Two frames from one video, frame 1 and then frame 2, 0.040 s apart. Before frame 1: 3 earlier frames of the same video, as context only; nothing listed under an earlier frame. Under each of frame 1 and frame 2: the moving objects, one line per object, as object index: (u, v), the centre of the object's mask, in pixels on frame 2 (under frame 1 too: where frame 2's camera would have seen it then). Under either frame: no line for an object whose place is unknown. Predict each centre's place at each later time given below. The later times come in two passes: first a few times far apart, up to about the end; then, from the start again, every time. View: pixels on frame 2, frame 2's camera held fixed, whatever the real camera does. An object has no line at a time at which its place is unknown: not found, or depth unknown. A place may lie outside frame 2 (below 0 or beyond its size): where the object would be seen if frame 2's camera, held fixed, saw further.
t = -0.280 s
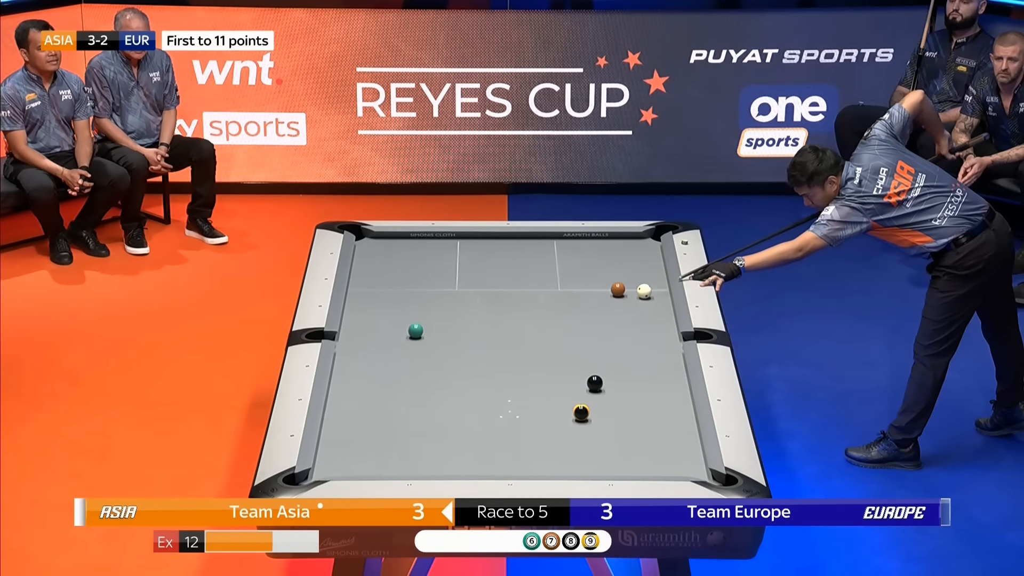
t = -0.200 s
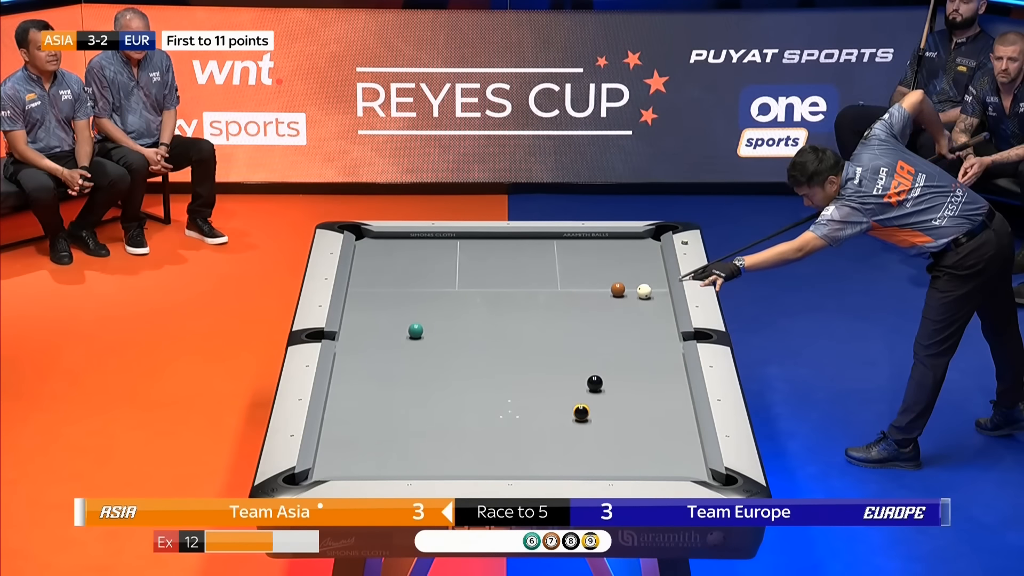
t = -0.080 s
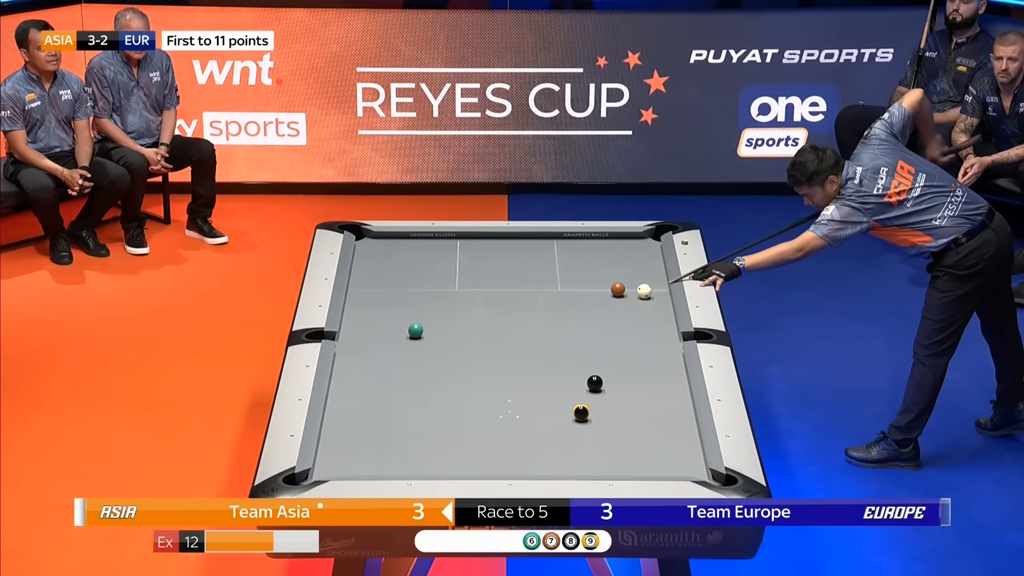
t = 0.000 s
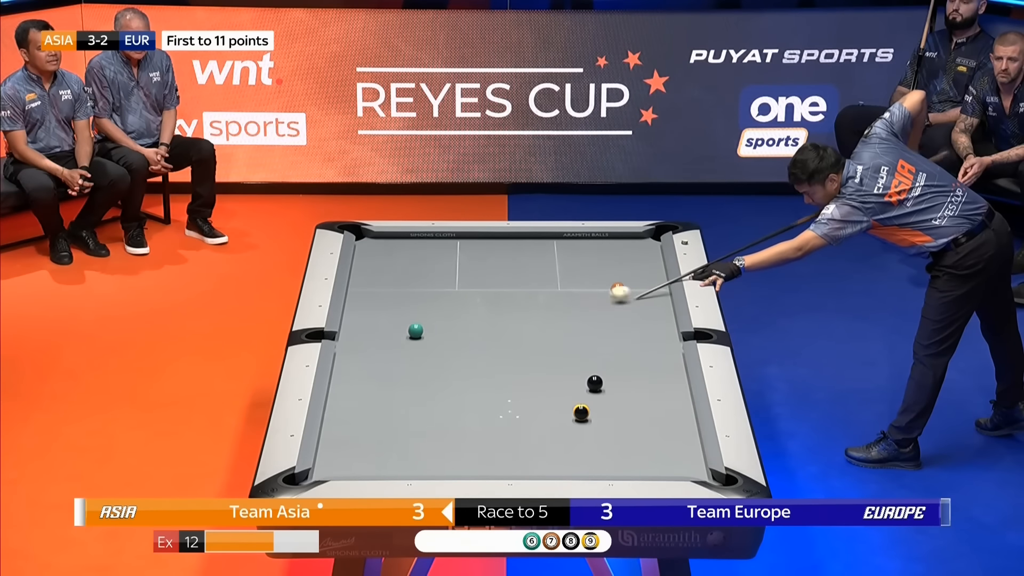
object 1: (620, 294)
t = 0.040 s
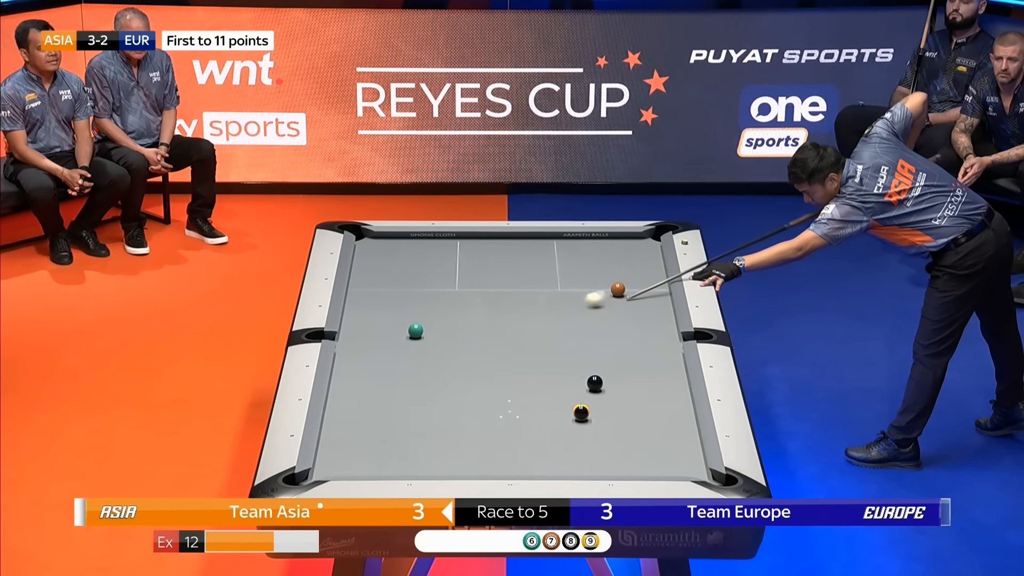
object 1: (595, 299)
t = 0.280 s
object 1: (452, 325)
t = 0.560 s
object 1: (439, 333)
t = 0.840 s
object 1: (452, 336)
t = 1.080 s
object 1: (461, 339)
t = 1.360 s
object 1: (471, 342)
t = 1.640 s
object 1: (480, 345)
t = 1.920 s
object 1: (487, 347)
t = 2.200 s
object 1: (493, 348)
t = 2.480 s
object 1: (498, 350)
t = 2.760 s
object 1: (502, 350)
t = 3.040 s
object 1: (505, 351)
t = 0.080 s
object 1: (571, 304)
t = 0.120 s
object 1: (546, 308)
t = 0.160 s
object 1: (522, 312)
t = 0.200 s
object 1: (499, 317)
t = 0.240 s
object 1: (475, 321)
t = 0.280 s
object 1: (452, 325)
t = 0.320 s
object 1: (432, 329)
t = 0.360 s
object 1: (431, 330)
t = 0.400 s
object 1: (432, 331)
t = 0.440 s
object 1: (434, 331)
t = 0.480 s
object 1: (436, 332)
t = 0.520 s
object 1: (437, 333)
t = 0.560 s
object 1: (439, 333)
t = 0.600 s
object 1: (441, 333)
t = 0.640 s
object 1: (443, 334)
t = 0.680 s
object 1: (445, 334)
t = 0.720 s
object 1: (447, 335)
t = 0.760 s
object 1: (448, 336)
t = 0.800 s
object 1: (450, 336)
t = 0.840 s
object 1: (452, 336)
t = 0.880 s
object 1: (453, 337)
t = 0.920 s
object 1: (455, 337)
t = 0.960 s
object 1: (457, 338)
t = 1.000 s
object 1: (458, 338)
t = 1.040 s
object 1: (459, 339)
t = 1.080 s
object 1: (461, 339)
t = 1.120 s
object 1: (463, 340)
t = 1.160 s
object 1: (464, 340)
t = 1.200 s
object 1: (466, 340)
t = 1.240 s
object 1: (467, 341)
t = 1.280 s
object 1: (468, 341)
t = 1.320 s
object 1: (470, 342)
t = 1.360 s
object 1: (471, 342)
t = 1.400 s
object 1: (472, 342)
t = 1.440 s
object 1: (474, 343)
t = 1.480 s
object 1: (475, 343)
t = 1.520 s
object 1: (476, 344)
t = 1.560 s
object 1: (477, 344)
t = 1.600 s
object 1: (478, 344)
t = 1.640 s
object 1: (480, 345)
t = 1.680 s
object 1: (481, 345)
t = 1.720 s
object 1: (482, 345)
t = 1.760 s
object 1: (483, 346)
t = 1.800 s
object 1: (484, 346)
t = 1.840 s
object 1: (485, 346)
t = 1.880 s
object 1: (486, 346)
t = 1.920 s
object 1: (487, 347)
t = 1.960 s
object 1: (488, 347)
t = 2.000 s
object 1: (489, 347)
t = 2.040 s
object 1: (490, 347)
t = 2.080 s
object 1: (491, 348)
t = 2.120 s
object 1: (492, 348)
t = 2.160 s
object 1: (493, 348)
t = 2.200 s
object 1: (493, 348)
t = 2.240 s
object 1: (494, 348)
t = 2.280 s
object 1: (495, 349)
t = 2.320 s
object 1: (496, 349)
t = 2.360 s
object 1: (497, 349)
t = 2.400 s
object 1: (497, 349)
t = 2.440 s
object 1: (498, 349)
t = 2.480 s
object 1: (498, 350)
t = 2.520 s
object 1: (499, 350)
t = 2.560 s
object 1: (500, 350)
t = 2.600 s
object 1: (500, 350)
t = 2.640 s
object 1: (501, 350)
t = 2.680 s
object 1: (501, 350)
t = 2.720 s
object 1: (502, 350)
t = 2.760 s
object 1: (502, 350)
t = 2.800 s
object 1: (503, 351)
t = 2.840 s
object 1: (503, 351)
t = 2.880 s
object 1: (503, 351)
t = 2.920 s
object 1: (504, 351)
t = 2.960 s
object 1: (504, 351)
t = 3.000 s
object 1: (504, 351)
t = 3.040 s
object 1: (505, 351)
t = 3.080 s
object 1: (505, 351)
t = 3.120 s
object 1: (505, 351)
